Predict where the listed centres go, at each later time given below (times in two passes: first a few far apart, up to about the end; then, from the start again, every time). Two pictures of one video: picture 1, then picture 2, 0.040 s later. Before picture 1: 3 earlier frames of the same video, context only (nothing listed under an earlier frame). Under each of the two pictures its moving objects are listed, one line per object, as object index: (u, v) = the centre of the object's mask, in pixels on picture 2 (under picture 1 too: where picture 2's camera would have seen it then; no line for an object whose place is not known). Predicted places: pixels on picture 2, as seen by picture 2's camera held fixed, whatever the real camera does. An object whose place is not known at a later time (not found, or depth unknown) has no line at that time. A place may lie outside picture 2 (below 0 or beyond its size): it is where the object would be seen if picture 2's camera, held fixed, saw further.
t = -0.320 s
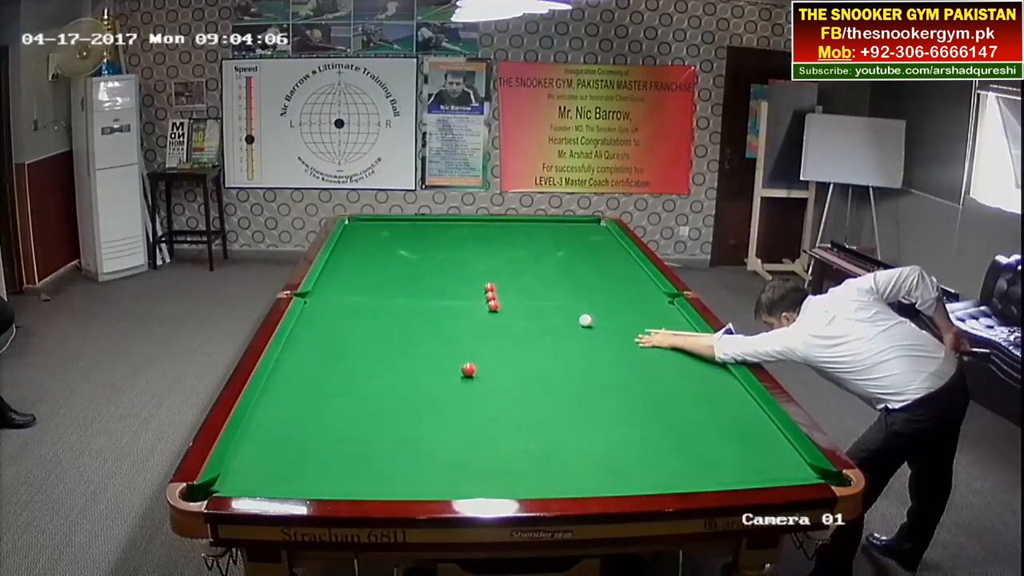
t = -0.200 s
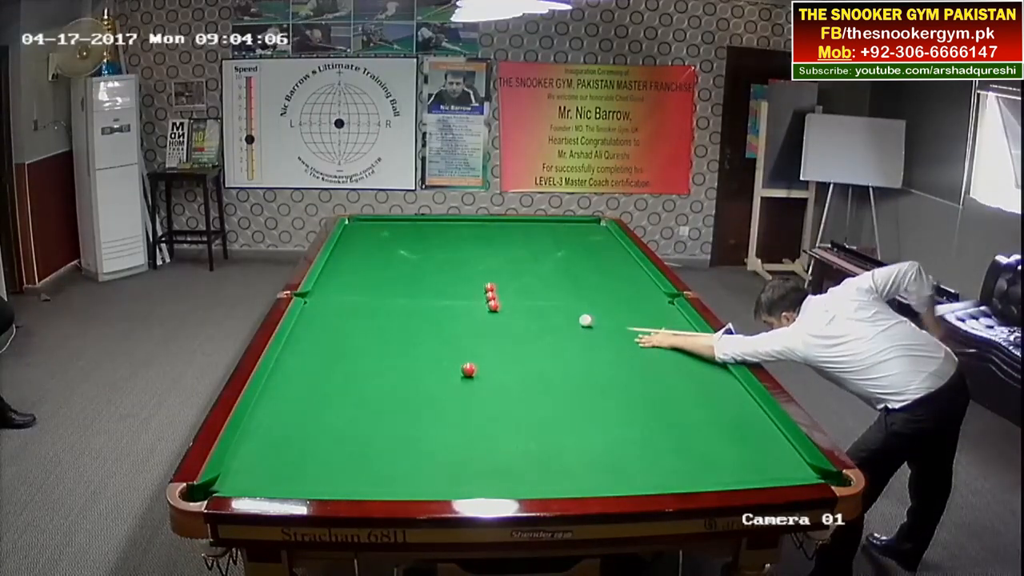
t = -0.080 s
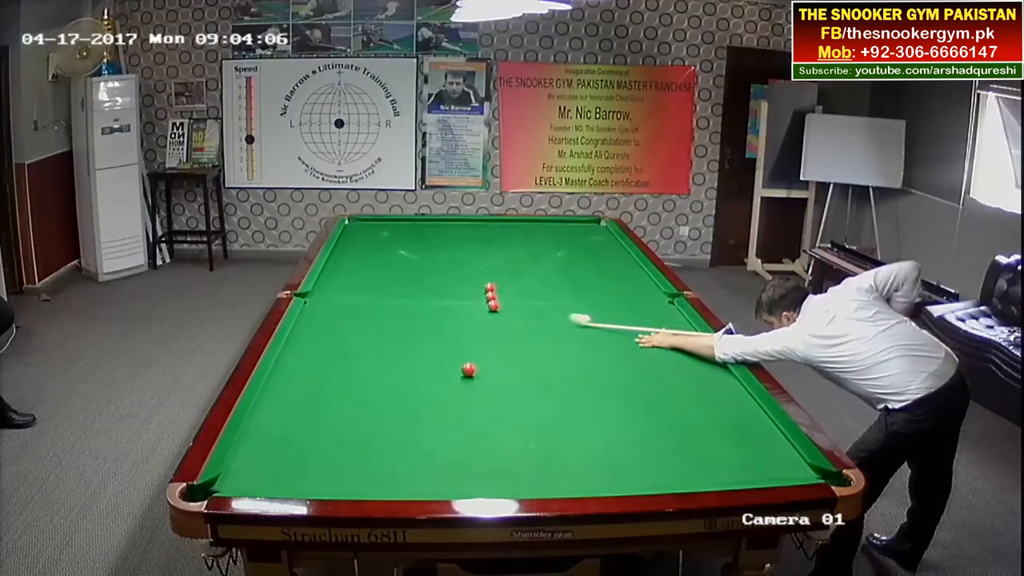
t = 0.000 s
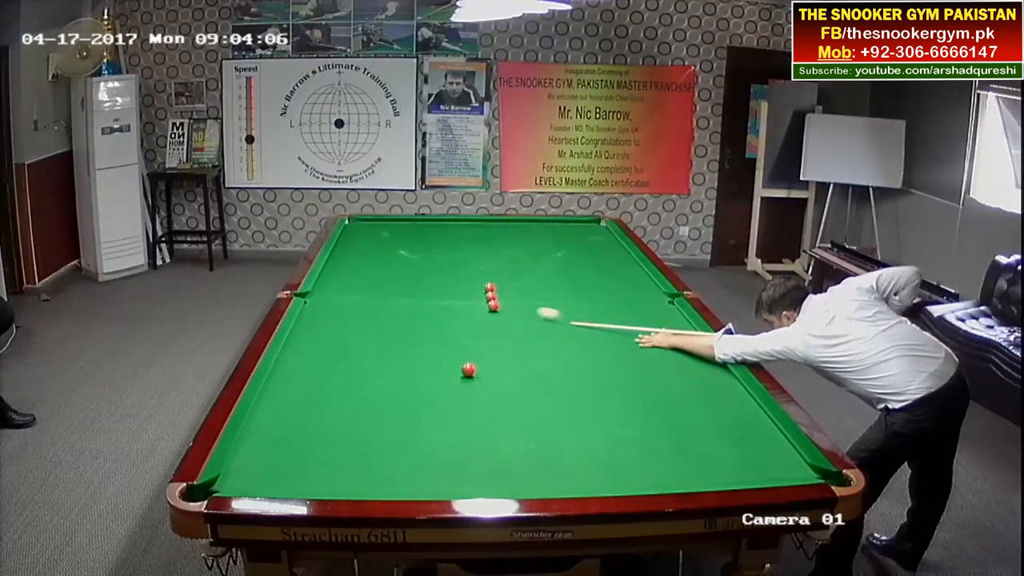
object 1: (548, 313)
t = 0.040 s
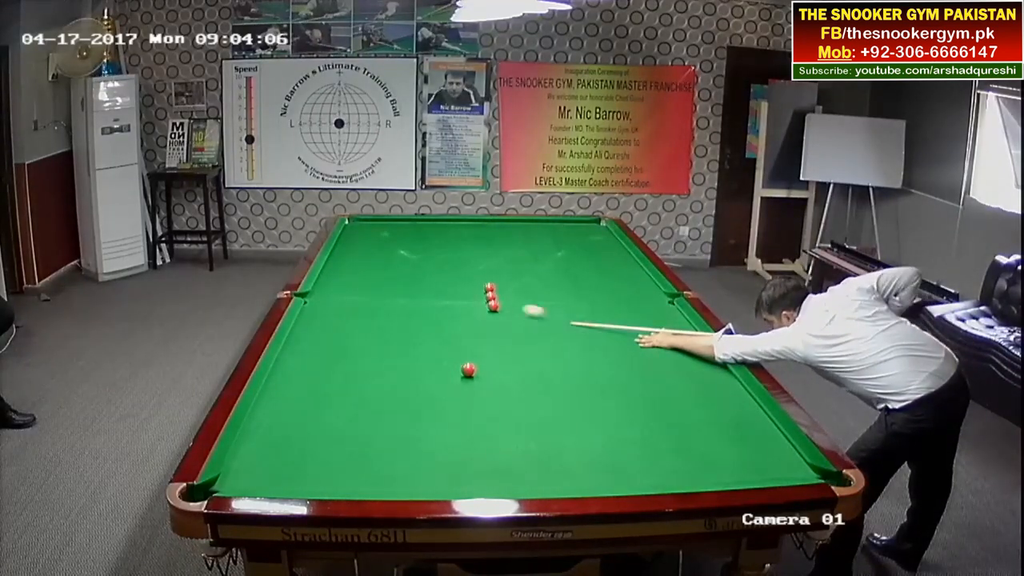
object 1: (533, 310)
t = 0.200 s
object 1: (504, 303)
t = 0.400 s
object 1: (510, 299)
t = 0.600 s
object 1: (515, 295)
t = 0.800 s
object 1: (519, 292)
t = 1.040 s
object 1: (524, 288)
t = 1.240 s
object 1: (528, 286)
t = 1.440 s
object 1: (531, 284)
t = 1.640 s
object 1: (534, 282)
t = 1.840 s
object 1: (537, 280)
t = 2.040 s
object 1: (539, 278)
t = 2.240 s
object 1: (541, 277)
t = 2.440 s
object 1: (543, 276)
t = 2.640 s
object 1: (544, 275)
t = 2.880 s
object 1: (546, 275)
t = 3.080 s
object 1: (547, 275)
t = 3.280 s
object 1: (547, 274)
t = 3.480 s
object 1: (547, 274)
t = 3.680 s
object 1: (547, 274)
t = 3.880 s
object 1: (547, 274)
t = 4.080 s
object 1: (547, 274)
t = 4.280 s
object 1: (547, 274)
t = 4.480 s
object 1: (547, 274)
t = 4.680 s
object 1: (547, 274)
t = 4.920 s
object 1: (547, 274)
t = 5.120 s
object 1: (547, 274)
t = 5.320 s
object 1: (547, 274)
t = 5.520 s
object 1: (547, 274)
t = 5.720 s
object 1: (547, 274)
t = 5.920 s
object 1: (547, 274)
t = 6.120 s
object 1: (547, 274)
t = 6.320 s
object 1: (547, 274)
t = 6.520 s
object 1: (547, 274)
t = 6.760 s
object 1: (547, 274)
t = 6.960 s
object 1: (547, 274)
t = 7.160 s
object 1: (547, 274)
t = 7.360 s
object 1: (547, 274)
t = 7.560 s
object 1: (547, 274)
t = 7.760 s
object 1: (547, 274)
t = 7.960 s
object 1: (547, 274)
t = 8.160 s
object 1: (547, 274)
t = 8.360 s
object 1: (547, 274)
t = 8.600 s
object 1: (547, 274)
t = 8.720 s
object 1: (547, 274)
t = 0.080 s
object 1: (520, 308)
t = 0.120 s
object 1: (508, 305)
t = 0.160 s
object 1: (504, 304)
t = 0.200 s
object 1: (504, 303)
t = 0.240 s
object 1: (505, 302)
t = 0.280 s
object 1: (506, 301)
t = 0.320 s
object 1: (507, 300)
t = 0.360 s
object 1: (509, 300)
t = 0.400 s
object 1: (510, 299)
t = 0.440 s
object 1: (511, 298)
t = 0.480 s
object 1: (512, 297)
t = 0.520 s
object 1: (513, 297)
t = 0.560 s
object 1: (514, 296)
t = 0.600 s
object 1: (515, 295)
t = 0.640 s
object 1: (516, 294)
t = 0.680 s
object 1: (517, 294)
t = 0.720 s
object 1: (518, 293)
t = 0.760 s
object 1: (518, 292)
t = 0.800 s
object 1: (519, 292)
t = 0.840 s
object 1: (520, 291)
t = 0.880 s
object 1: (521, 291)
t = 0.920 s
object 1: (522, 290)
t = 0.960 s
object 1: (523, 289)
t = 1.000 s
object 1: (523, 289)
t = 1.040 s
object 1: (524, 288)
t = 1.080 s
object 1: (525, 288)
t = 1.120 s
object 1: (526, 287)
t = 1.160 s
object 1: (527, 287)
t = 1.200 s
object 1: (527, 287)
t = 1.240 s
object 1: (528, 286)
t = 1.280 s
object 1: (529, 285)
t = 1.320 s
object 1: (529, 285)
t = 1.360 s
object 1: (530, 285)
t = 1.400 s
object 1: (531, 284)
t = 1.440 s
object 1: (531, 284)
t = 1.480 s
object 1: (532, 283)
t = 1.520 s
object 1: (533, 283)
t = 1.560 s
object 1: (533, 283)
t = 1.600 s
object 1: (534, 282)
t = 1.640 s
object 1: (534, 282)
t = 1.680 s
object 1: (535, 281)
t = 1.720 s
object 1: (536, 281)
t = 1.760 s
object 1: (536, 281)
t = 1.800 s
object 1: (537, 280)
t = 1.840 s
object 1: (537, 280)
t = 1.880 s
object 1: (538, 280)
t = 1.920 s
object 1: (538, 279)
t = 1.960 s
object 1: (538, 279)
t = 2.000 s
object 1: (539, 279)
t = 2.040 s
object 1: (539, 278)
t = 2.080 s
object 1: (539, 278)
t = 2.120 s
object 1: (540, 278)
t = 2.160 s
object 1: (540, 278)
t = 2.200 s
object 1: (541, 277)
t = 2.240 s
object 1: (541, 277)
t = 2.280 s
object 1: (541, 277)
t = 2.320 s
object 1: (542, 277)
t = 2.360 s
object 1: (542, 277)
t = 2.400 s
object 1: (543, 276)
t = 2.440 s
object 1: (543, 276)
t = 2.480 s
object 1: (543, 276)
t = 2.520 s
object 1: (543, 276)
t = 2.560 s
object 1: (544, 276)
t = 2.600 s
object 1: (544, 276)
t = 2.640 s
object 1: (544, 275)
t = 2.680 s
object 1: (545, 275)
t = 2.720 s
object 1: (545, 275)
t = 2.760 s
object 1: (545, 275)
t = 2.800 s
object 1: (545, 275)
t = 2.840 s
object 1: (546, 275)
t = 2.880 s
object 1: (546, 275)
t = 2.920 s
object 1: (546, 275)
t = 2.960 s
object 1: (546, 275)
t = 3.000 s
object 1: (546, 275)
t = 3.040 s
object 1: (546, 275)
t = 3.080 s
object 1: (547, 275)
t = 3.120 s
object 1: (547, 275)
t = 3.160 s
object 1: (547, 274)
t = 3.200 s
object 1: (547, 274)
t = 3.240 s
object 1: (547, 274)
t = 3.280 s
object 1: (547, 274)
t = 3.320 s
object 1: (547, 274)
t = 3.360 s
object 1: (547, 274)
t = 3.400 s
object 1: (547, 274)
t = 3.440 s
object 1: (547, 274)
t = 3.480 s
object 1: (547, 274)
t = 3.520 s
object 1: (547, 274)
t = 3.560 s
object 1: (547, 274)
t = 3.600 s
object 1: (547, 274)
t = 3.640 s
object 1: (547, 274)
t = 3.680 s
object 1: (547, 274)
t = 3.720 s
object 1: (547, 274)
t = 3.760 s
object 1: (547, 274)
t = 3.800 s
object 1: (547, 274)
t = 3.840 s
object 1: (547, 274)
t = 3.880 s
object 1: (547, 274)
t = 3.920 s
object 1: (547, 274)
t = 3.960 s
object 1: (547, 274)
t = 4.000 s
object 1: (547, 274)
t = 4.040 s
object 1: (547, 274)
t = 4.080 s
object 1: (547, 274)
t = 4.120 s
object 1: (547, 274)
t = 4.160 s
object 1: (547, 274)
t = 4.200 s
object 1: (547, 274)
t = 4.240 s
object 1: (547, 274)
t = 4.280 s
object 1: (547, 274)
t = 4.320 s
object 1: (547, 274)
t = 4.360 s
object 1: (547, 274)
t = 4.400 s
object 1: (547, 274)
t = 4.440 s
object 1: (547, 274)
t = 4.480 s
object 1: (547, 274)
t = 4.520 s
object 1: (547, 274)
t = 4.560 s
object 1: (547, 274)
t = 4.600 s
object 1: (547, 274)
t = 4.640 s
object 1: (547, 274)
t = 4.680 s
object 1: (547, 274)
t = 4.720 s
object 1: (547, 274)
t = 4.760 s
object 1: (547, 274)
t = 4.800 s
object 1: (547, 274)
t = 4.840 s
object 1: (547, 274)
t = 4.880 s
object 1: (547, 274)
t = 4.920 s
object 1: (547, 274)
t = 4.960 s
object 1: (547, 274)
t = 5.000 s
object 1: (547, 274)
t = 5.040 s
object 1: (547, 274)
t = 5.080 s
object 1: (547, 274)
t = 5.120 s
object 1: (547, 274)
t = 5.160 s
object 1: (547, 274)
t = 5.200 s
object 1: (547, 274)
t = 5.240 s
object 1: (547, 274)
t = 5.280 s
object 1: (547, 274)
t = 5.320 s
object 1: (547, 274)
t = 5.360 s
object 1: (547, 274)
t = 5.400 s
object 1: (547, 274)
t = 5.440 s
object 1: (547, 274)
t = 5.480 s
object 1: (547, 274)
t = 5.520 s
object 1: (547, 274)
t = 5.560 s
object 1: (547, 274)
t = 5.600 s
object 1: (547, 274)
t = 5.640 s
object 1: (547, 274)
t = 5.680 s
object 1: (547, 274)
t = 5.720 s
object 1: (547, 274)
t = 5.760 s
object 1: (547, 274)
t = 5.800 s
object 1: (547, 274)
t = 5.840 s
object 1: (547, 274)
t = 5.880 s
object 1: (547, 274)
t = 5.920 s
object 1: (547, 274)
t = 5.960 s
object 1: (547, 274)
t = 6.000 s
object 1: (547, 274)
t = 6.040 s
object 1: (547, 274)
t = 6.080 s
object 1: (547, 274)
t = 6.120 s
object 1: (547, 274)
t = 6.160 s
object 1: (547, 274)
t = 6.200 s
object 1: (547, 274)
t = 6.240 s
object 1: (547, 274)
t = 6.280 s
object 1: (547, 274)
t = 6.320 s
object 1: (547, 274)
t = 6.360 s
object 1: (547, 274)
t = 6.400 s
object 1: (547, 274)
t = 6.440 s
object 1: (547, 274)
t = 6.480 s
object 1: (547, 274)
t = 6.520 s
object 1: (547, 274)
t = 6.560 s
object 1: (547, 274)
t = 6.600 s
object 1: (547, 274)
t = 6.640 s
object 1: (547, 274)
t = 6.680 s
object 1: (547, 274)
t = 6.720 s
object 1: (547, 274)
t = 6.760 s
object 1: (547, 274)
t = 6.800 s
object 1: (547, 274)
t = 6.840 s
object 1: (547, 274)
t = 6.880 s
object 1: (547, 274)
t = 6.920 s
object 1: (547, 274)
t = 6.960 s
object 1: (547, 274)
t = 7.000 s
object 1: (547, 274)
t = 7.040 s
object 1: (547, 274)
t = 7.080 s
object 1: (547, 274)
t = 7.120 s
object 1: (547, 274)
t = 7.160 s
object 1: (547, 274)
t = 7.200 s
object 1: (547, 274)
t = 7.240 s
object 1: (547, 274)
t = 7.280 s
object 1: (547, 274)
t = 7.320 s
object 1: (547, 274)
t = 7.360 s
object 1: (547, 274)
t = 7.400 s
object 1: (547, 274)
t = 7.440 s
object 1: (547, 274)
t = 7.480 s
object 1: (547, 274)
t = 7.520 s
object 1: (547, 274)
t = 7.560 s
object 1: (547, 274)
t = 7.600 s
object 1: (547, 274)
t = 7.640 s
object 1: (547, 274)
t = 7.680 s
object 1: (547, 274)
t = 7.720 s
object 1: (547, 274)
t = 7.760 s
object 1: (547, 274)
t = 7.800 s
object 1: (547, 274)
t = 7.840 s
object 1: (547, 274)
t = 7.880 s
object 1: (547, 274)
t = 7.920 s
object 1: (547, 274)
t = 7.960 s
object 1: (547, 274)
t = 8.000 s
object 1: (547, 274)
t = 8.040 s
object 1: (547, 274)
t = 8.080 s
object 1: (547, 274)
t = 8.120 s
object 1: (547, 274)
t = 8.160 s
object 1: (547, 274)
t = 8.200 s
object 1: (547, 274)
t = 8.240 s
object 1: (547, 274)
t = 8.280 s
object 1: (547, 274)
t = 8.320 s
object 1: (547, 274)
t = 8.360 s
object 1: (547, 274)
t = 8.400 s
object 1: (547, 274)
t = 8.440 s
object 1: (547, 274)
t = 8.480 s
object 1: (547, 274)
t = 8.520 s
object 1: (547, 274)
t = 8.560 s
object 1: (547, 274)
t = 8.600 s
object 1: (547, 274)
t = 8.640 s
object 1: (547, 274)
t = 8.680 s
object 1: (547, 274)
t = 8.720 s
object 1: (547, 274)
